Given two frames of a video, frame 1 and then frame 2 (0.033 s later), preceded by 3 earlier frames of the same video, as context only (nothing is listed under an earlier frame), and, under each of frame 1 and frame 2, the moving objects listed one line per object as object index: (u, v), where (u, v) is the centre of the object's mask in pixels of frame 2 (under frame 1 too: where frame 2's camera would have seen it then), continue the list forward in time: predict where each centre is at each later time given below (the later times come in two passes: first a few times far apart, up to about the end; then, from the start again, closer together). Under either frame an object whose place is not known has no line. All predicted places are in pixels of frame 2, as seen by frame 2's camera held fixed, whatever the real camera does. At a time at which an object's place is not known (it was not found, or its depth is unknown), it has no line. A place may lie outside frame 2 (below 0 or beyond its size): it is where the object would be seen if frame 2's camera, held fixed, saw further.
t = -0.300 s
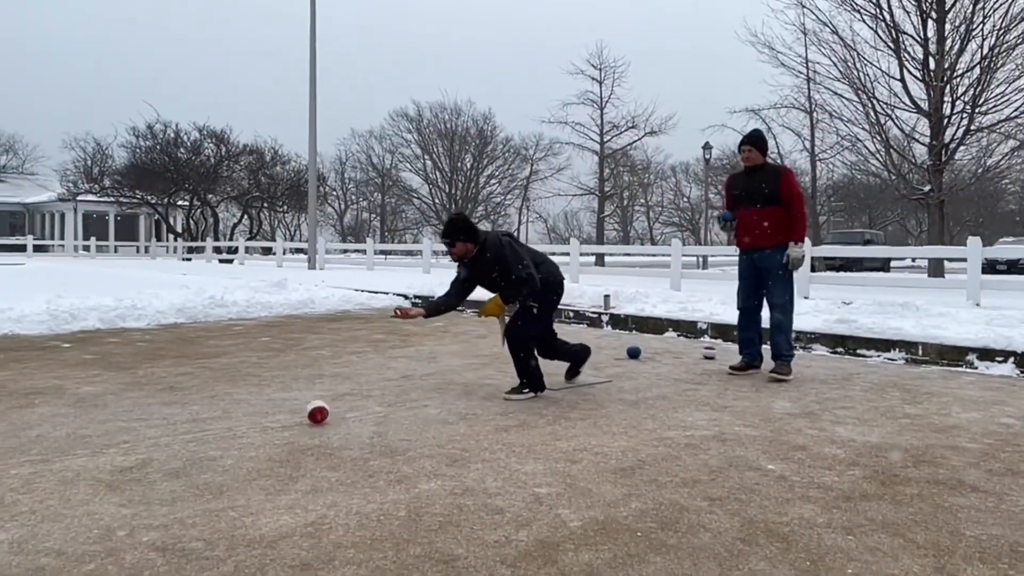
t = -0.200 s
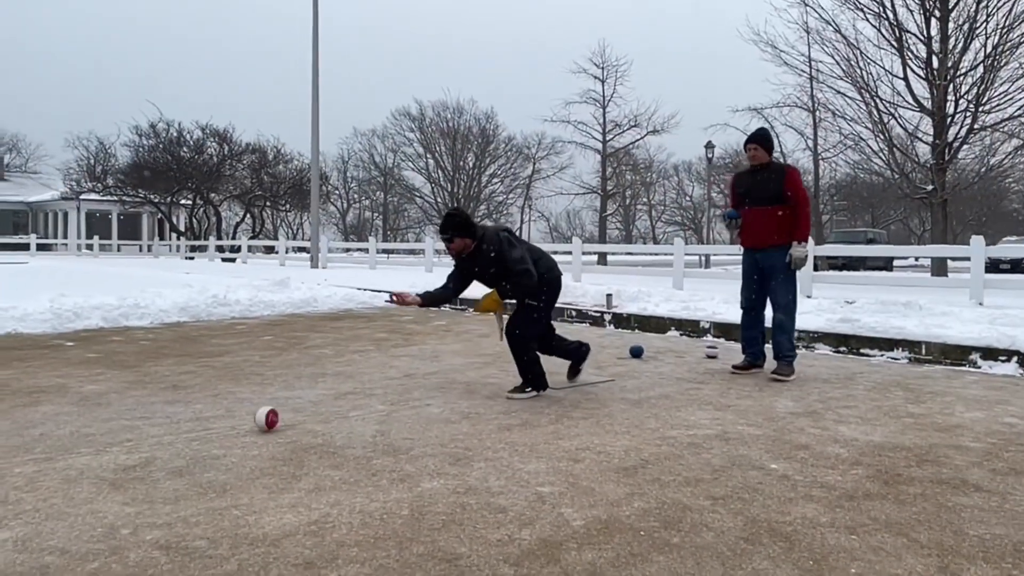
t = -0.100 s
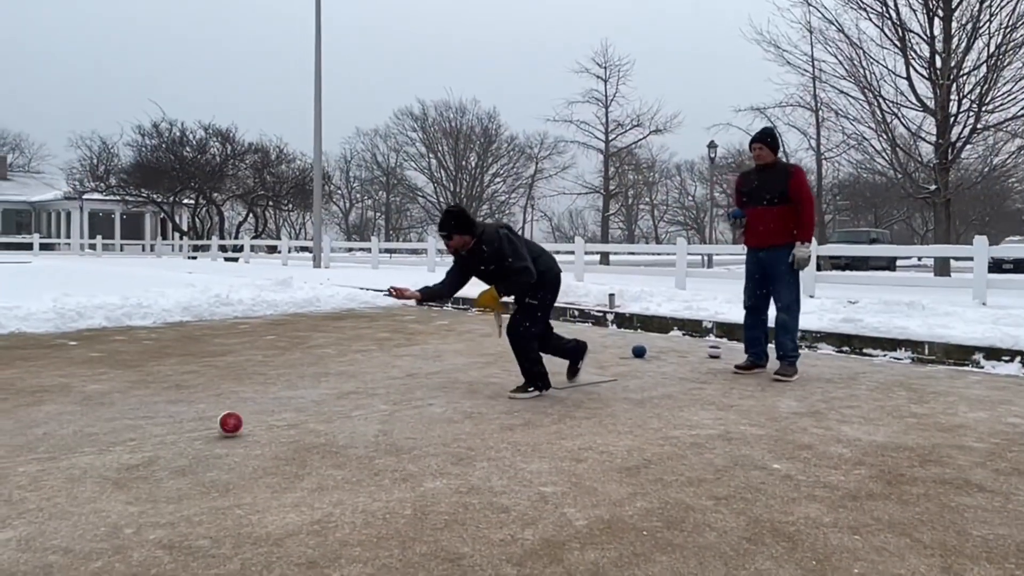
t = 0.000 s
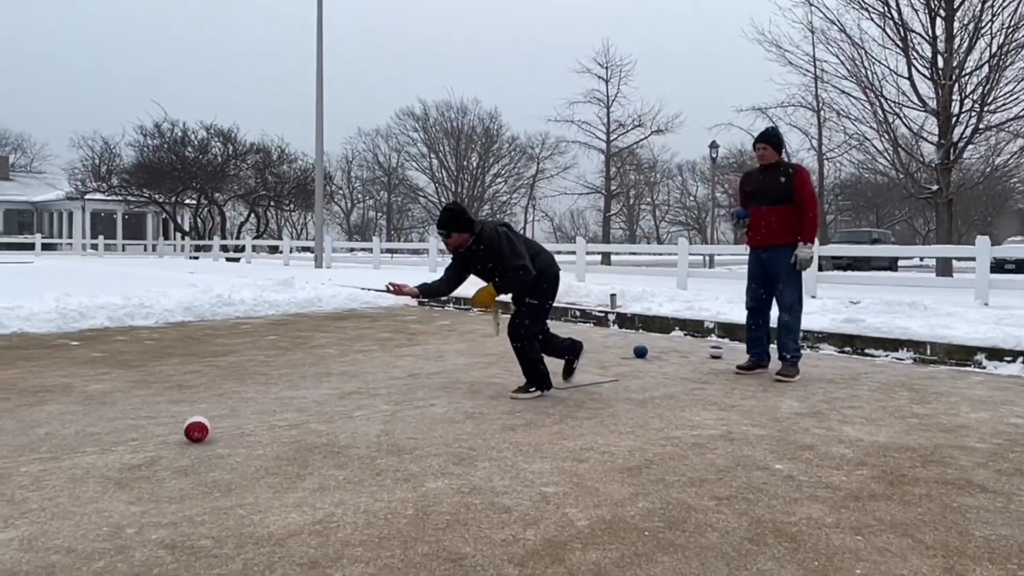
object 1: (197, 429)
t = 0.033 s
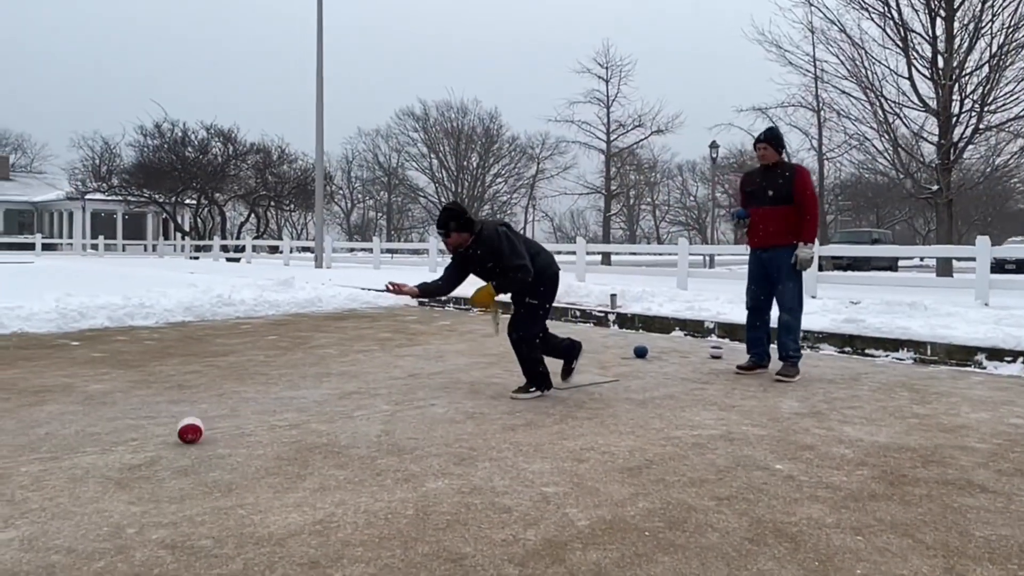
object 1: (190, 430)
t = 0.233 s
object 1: (154, 436)
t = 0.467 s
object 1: (129, 439)
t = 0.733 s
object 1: (98, 443)
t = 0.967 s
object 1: (71, 447)
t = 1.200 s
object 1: (44, 451)
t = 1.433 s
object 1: (16, 454)
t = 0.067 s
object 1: (187, 431)
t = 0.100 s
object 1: (176, 432)
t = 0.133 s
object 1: (169, 434)
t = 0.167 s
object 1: (162, 434)
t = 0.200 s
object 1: (159, 434)
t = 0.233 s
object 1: (154, 436)
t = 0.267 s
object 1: (151, 436)
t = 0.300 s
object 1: (147, 437)
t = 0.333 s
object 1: (143, 437)
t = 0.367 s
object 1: (140, 437)
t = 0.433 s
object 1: (132, 438)
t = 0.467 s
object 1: (129, 439)
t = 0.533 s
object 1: (121, 440)
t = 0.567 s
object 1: (117, 440)
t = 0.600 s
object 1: (113, 441)
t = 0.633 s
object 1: (110, 441)
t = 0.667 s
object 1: (106, 442)
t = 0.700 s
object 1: (102, 442)
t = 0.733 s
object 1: (98, 443)
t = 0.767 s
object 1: (94, 443)
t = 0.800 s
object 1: (90, 444)
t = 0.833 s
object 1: (86, 445)
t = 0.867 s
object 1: (82, 445)
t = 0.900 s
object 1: (79, 446)
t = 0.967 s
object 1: (71, 447)
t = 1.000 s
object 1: (67, 448)
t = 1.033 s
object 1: (63, 448)
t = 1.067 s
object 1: (60, 449)
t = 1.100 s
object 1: (55, 449)
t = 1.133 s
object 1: (52, 450)
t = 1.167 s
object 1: (47, 450)
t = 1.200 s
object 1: (44, 451)
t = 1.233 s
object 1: (40, 451)
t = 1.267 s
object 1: (36, 452)
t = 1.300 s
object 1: (32, 453)
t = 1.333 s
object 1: (28, 453)
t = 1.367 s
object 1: (24, 453)
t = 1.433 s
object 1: (16, 454)
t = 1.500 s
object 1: (8, 455)
